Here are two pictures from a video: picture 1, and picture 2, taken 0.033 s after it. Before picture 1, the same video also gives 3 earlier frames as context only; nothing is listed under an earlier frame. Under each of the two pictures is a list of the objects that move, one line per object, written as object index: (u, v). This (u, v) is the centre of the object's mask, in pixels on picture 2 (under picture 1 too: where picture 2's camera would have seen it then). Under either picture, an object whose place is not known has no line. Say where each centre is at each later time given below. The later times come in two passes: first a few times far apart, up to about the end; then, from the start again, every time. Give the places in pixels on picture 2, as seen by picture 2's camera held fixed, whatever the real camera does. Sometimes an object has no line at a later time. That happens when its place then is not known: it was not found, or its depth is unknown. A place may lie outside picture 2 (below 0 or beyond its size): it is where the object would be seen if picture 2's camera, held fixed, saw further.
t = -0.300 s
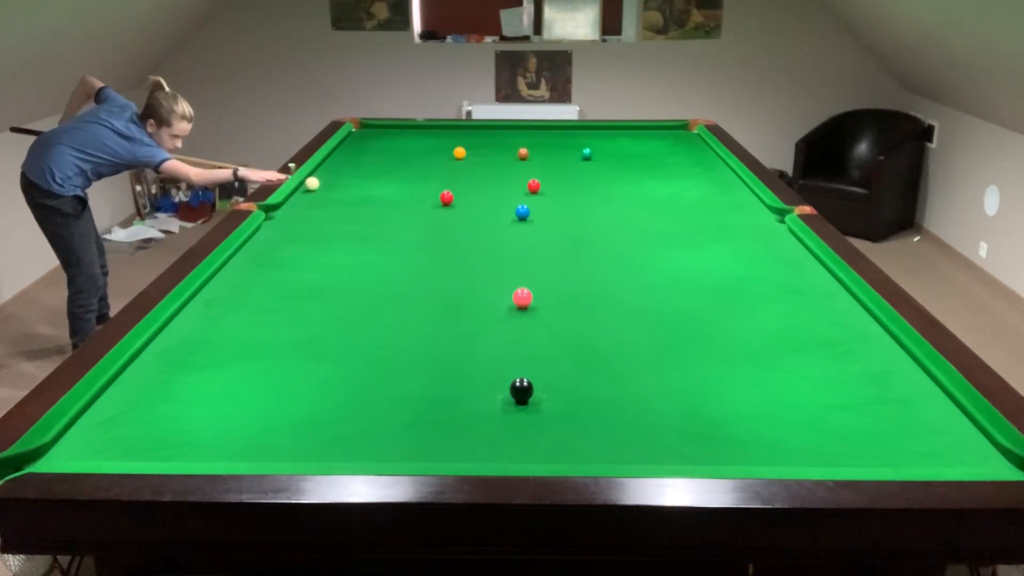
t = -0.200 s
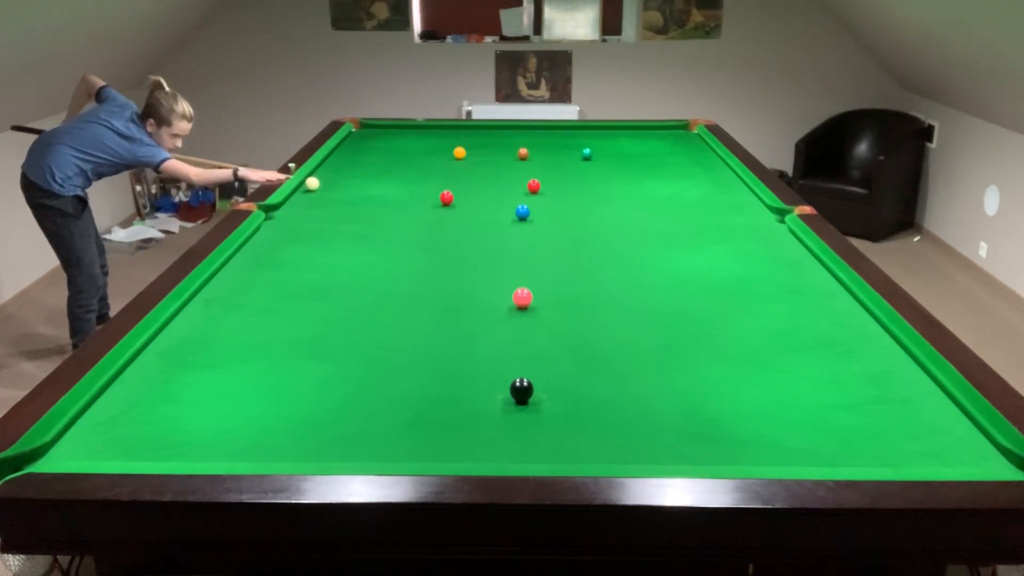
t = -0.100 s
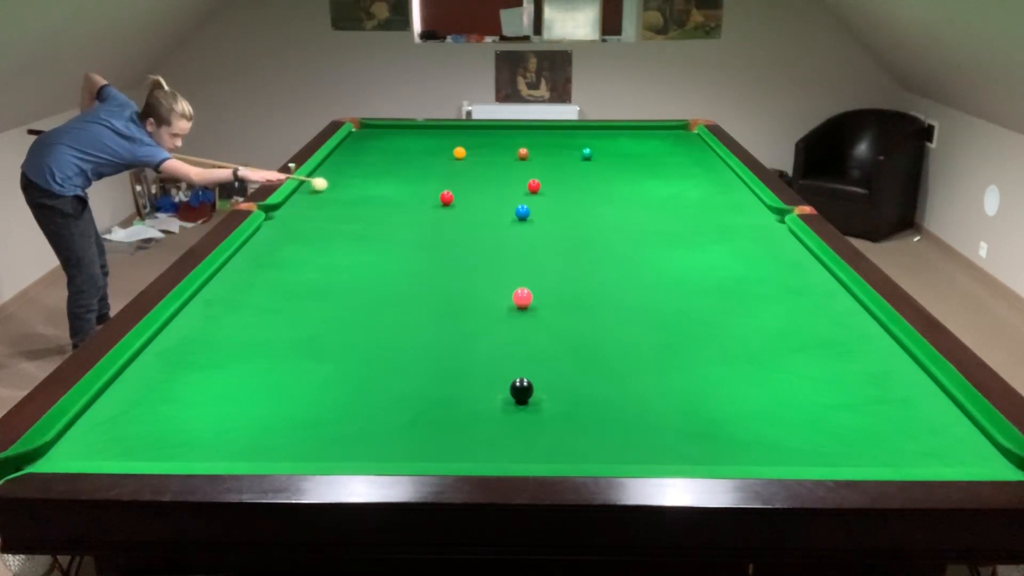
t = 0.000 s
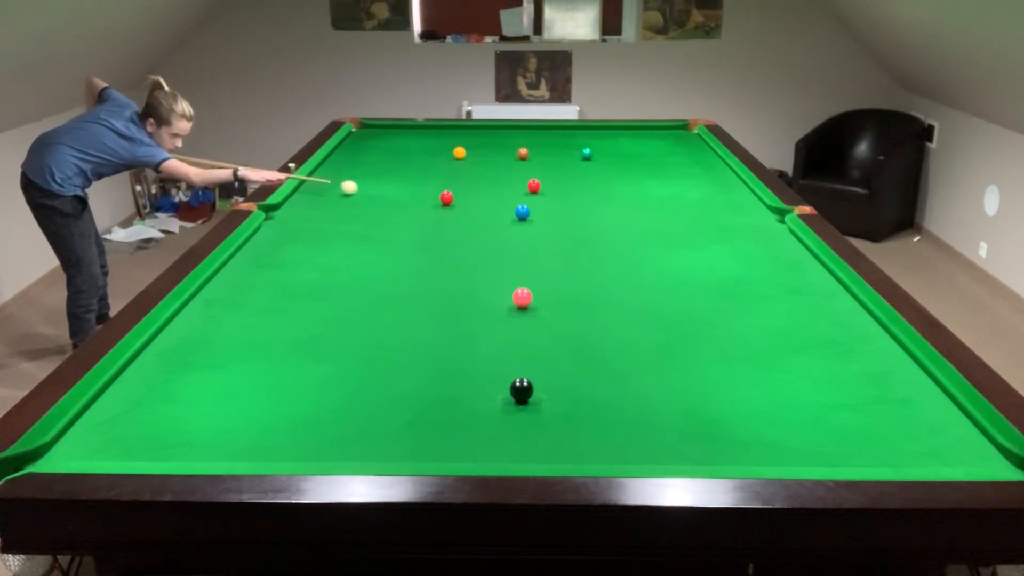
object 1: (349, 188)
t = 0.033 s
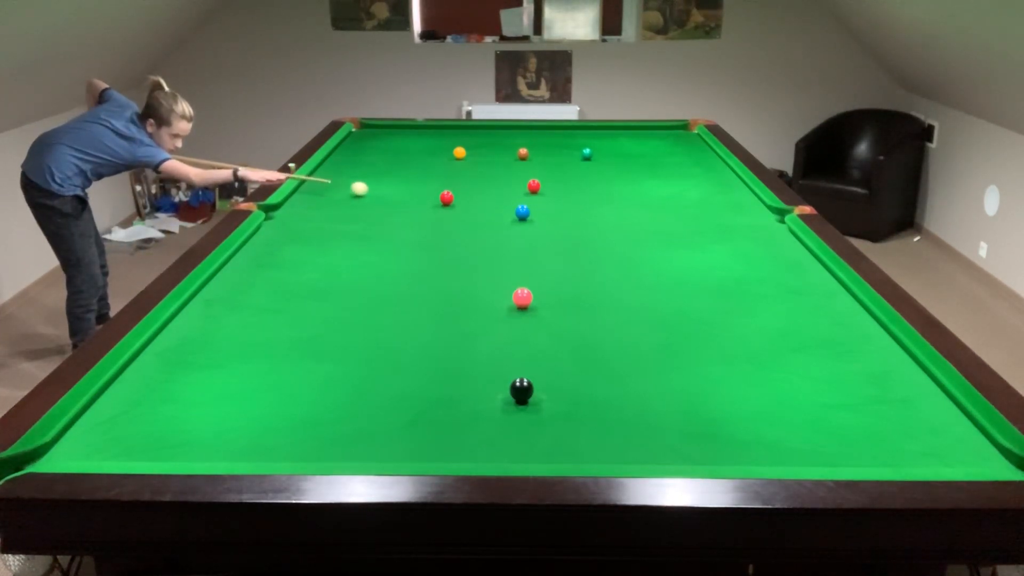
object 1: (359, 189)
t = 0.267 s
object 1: (431, 197)
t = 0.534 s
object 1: (444, 203)
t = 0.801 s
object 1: (461, 209)
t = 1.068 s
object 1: (478, 216)
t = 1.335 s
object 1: (494, 222)
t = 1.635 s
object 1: (512, 228)
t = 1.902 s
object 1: (527, 233)
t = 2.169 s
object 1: (541, 238)
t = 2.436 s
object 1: (555, 243)
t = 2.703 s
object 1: (568, 247)
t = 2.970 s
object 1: (579, 251)
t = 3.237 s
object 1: (590, 255)
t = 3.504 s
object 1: (599, 257)
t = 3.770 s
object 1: (607, 260)
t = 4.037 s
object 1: (613, 262)
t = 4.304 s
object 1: (617, 263)
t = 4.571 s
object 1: (620, 264)
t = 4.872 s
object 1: (622, 264)
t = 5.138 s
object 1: (622, 264)
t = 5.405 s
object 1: (622, 264)
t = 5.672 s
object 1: (622, 264)
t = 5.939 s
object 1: (622, 264)
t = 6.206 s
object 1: (622, 265)
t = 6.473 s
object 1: (622, 265)
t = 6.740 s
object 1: (622, 265)
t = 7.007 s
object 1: (622, 265)
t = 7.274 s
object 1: (622, 265)
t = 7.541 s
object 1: (622, 265)
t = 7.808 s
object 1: (622, 265)
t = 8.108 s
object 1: (622, 265)
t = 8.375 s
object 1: (622, 264)
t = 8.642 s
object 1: (622, 265)
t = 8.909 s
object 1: (622, 265)
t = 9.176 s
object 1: (622, 265)
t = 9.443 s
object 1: (622, 265)
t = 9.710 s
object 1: (622, 265)
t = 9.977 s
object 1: (622, 265)
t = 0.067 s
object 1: (370, 190)
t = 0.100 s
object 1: (379, 191)
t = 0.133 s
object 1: (389, 192)
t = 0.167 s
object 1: (400, 194)
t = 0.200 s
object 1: (410, 194)
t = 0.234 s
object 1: (421, 196)
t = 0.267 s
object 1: (431, 197)
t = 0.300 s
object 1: (433, 198)
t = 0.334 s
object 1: (433, 199)
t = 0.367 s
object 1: (434, 199)
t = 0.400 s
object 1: (435, 200)
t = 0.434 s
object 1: (437, 201)
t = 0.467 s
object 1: (440, 202)
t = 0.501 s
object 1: (442, 202)
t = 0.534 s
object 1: (444, 203)
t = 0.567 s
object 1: (446, 204)
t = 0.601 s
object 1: (448, 205)
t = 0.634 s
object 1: (450, 206)
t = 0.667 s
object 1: (453, 207)
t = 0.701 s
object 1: (455, 207)
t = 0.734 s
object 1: (457, 208)
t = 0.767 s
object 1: (459, 209)
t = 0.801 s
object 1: (461, 209)
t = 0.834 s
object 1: (463, 210)
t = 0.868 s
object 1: (466, 211)
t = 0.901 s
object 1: (467, 212)
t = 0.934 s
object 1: (470, 213)
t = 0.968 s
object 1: (472, 213)
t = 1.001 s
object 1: (474, 214)
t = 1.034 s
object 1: (476, 215)
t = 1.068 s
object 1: (478, 216)
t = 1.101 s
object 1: (480, 216)
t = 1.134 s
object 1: (482, 217)
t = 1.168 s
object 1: (484, 218)
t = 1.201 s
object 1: (486, 218)
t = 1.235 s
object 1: (489, 219)
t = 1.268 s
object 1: (490, 220)
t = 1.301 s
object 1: (492, 221)
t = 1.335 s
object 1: (494, 222)
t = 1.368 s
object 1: (497, 222)
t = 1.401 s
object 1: (498, 223)
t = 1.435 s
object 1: (500, 224)
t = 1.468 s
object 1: (502, 224)
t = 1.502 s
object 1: (504, 225)
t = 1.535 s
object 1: (506, 226)
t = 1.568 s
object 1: (508, 226)
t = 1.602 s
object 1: (510, 227)
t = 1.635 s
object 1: (512, 228)
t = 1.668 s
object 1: (514, 229)
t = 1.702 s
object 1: (516, 229)
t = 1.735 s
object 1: (518, 230)
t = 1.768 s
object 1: (520, 230)
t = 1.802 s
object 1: (521, 231)
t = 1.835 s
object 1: (523, 232)
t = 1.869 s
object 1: (525, 232)
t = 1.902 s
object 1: (527, 233)
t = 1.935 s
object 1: (529, 234)
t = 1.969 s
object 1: (531, 234)
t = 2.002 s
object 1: (532, 235)
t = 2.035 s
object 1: (534, 236)
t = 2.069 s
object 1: (536, 236)
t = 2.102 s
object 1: (538, 237)
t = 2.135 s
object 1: (540, 237)
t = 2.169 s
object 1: (541, 238)
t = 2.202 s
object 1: (543, 239)
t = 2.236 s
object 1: (545, 240)
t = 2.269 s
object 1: (547, 240)
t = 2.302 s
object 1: (548, 241)
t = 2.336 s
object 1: (550, 241)
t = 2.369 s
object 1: (551, 242)
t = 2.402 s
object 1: (553, 242)
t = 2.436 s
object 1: (555, 243)
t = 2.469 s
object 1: (557, 244)
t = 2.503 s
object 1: (558, 244)
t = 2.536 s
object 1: (560, 245)
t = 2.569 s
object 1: (561, 245)
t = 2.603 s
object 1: (563, 246)
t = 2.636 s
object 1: (565, 246)
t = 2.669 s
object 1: (566, 247)
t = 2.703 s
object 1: (568, 247)
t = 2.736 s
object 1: (569, 248)
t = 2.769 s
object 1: (571, 248)
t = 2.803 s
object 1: (572, 249)
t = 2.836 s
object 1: (574, 249)
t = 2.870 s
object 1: (575, 250)
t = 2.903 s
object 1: (576, 250)
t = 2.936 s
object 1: (578, 251)
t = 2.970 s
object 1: (579, 251)
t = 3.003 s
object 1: (581, 252)
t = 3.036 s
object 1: (582, 252)
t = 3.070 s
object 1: (583, 253)
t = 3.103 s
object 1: (585, 253)
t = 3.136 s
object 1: (586, 253)
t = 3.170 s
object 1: (587, 254)
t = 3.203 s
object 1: (588, 254)
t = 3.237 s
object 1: (590, 255)
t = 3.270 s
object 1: (591, 255)
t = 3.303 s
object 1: (592, 255)
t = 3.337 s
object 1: (593, 256)
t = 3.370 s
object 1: (594, 256)
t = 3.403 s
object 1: (596, 256)
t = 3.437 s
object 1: (597, 257)
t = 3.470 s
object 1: (598, 257)
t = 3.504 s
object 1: (599, 257)
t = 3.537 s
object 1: (600, 258)
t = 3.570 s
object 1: (601, 258)
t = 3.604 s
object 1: (602, 258)
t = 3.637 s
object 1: (603, 259)
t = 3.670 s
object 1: (604, 259)
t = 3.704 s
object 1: (605, 259)
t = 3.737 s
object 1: (606, 260)
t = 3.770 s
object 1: (607, 260)
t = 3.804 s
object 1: (608, 260)
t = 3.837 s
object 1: (609, 260)
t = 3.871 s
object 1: (609, 261)
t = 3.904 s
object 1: (610, 261)
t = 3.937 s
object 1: (611, 261)
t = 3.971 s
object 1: (611, 261)
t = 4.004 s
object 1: (612, 261)
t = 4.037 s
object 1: (613, 262)
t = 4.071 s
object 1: (614, 262)
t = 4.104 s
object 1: (614, 262)
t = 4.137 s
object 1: (615, 262)
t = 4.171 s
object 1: (615, 263)
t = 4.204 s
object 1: (616, 263)
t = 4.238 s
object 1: (616, 263)
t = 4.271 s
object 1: (617, 263)
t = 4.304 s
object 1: (617, 263)
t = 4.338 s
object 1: (618, 263)
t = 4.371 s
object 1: (618, 264)
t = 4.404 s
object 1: (619, 264)
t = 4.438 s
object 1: (619, 264)
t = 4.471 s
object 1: (619, 264)
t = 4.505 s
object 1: (620, 264)
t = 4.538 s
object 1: (620, 264)
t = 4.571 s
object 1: (620, 264)
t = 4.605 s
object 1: (621, 264)
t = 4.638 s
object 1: (621, 264)
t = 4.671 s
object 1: (621, 264)
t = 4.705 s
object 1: (621, 264)
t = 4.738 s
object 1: (622, 265)
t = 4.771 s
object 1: (622, 264)
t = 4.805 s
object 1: (622, 264)
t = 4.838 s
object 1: (622, 264)
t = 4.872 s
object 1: (622, 264)
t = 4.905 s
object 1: (622, 264)
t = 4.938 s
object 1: (622, 264)
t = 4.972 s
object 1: (622, 264)
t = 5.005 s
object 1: (622, 264)
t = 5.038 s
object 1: (622, 265)
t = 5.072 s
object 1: (622, 264)
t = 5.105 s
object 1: (622, 264)
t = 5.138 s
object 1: (622, 264)
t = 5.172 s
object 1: (622, 264)
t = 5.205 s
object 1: (622, 264)
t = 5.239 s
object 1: (622, 264)
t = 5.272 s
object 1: (622, 264)
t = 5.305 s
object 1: (622, 264)
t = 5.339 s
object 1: (622, 264)
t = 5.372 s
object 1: (622, 264)
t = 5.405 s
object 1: (622, 264)
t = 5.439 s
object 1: (622, 264)
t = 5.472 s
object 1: (622, 264)
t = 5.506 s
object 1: (622, 264)
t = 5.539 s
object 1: (622, 264)
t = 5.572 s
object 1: (622, 264)
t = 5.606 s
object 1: (622, 264)
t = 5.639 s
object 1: (622, 264)
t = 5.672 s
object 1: (622, 264)
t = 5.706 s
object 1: (622, 264)
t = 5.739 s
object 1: (622, 264)
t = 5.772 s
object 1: (622, 264)
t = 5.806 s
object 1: (622, 264)
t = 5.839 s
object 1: (622, 264)
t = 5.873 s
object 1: (622, 264)
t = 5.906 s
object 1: (622, 264)
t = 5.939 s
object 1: (622, 264)
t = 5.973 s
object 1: (622, 264)
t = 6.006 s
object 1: (622, 264)
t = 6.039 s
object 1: (622, 264)
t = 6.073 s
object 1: (622, 264)
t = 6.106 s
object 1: (622, 264)
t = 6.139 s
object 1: (622, 264)
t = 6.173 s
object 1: (622, 265)
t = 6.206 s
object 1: (622, 265)
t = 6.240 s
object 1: (622, 265)
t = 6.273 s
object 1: (622, 265)
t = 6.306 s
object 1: (622, 265)
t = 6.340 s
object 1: (622, 264)
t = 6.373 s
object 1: (622, 264)
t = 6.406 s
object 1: (622, 265)
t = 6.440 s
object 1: (622, 265)
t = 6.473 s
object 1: (622, 265)
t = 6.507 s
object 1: (622, 265)
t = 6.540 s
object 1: (622, 265)
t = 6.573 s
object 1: (622, 265)
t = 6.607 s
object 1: (622, 265)
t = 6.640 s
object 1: (622, 265)
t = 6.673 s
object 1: (622, 265)
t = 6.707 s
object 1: (622, 265)
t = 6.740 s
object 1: (622, 265)
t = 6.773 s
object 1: (622, 265)
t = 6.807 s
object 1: (622, 265)
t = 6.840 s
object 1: (622, 265)
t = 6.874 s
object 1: (622, 265)
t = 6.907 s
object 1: (622, 265)
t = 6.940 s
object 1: (622, 265)
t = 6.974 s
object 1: (622, 265)
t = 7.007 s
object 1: (622, 265)
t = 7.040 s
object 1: (622, 265)
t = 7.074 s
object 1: (622, 265)
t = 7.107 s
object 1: (622, 265)
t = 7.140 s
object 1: (622, 265)
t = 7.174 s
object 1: (622, 265)
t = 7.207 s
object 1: (622, 265)
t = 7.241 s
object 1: (622, 265)
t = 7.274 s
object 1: (622, 265)
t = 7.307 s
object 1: (622, 265)
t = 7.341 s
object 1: (622, 265)
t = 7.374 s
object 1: (622, 265)
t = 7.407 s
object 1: (622, 265)
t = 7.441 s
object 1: (622, 265)
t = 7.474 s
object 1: (622, 265)
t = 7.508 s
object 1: (622, 265)
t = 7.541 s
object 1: (622, 265)
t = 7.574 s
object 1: (622, 265)
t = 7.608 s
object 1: (622, 265)
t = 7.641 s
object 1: (622, 265)
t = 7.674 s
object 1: (622, 265)
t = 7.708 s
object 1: (622, 265)
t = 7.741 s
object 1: (622, 265)
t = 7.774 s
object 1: (622, 265)
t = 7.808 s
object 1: (622, 265)
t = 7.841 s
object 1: (622, 265)
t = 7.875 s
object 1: (622, 265)
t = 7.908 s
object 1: (622, 265)
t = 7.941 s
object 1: (622, 265)
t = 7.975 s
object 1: (622, 265)
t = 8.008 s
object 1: (622, 265)
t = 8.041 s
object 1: (622, 265)
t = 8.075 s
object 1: (622, 265)
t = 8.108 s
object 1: (622, 265)
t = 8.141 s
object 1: (622, 265)
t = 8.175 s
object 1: (622, 265)
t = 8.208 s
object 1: (622, 265)
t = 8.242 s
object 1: (622, 265)
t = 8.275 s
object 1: (622, 265)
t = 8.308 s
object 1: (622, 265)
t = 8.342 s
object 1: (622, 265)
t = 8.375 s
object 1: (622, 264)
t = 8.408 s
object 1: (622, 265)
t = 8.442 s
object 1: (622, 265)
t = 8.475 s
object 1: (622, 265)
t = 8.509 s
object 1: (622, 265)
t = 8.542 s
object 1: (622, 265)
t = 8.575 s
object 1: (622, 265)
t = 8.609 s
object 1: (622, 265)
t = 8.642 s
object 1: (622, 265)
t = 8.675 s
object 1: (622, 265)
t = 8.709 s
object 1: (622, 265)
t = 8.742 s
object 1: (622, 265)
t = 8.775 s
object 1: (622, 265)
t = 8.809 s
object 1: (622, 265)
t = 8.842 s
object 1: (622, 265)
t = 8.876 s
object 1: (622, 265)
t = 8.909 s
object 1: (622, 265)
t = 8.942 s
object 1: (622, 265)
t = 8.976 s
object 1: (622, 265)
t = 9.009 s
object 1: (622, 265)
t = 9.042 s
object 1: (622, 265)
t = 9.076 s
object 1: (622, 265)
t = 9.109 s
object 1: (622, 265)
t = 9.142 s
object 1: (622, 265)
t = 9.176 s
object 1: (622, 265)
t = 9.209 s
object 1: (622, 265)
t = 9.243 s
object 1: (622, 265)
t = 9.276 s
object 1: (622, 265)
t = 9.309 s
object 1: (622, 265)
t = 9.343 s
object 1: (622, 265)
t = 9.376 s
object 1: (622, 265)
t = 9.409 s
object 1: (622, 265)
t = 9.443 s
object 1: (622, 265)
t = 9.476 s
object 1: (622, 265)
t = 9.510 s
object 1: (622, 265)
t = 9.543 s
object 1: (622, 265)
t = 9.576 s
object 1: (622, 265)
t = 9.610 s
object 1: (622, 265)
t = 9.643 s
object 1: (622, 265)
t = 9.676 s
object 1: (622, 265)
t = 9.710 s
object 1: (622, 265)
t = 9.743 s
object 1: (622, 265)
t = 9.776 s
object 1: (622, 265)
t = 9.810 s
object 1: (622, 265)
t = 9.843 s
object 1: (622, 265)
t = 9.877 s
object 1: (622, 264)
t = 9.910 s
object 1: (622, 264)
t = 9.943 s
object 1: (622, 265)
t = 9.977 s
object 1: (622, 265)
